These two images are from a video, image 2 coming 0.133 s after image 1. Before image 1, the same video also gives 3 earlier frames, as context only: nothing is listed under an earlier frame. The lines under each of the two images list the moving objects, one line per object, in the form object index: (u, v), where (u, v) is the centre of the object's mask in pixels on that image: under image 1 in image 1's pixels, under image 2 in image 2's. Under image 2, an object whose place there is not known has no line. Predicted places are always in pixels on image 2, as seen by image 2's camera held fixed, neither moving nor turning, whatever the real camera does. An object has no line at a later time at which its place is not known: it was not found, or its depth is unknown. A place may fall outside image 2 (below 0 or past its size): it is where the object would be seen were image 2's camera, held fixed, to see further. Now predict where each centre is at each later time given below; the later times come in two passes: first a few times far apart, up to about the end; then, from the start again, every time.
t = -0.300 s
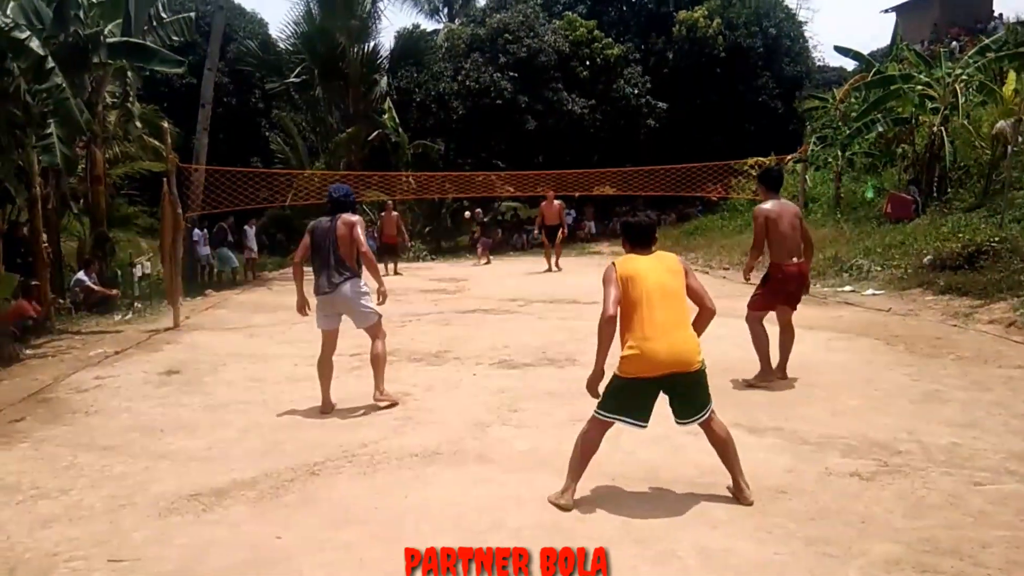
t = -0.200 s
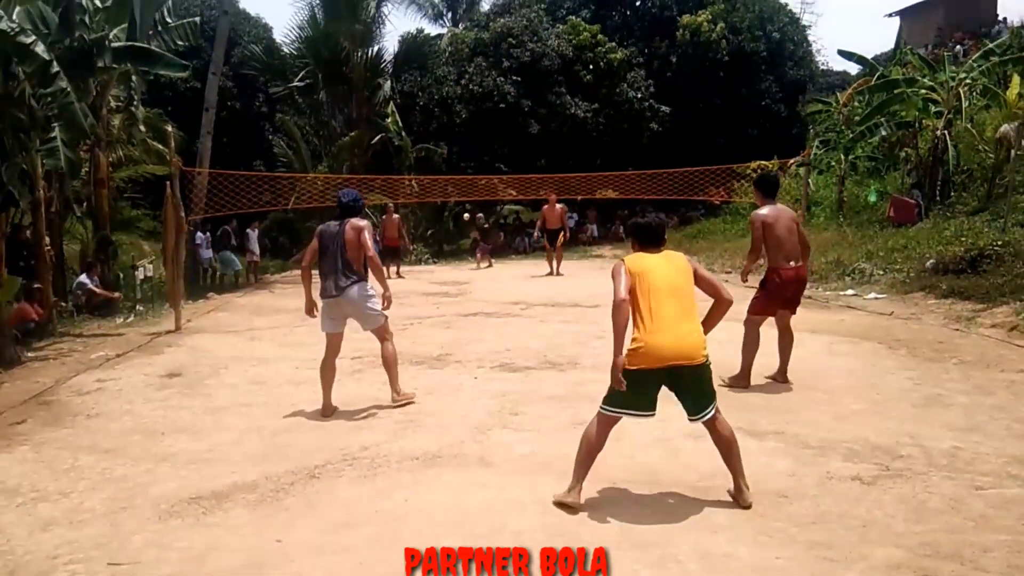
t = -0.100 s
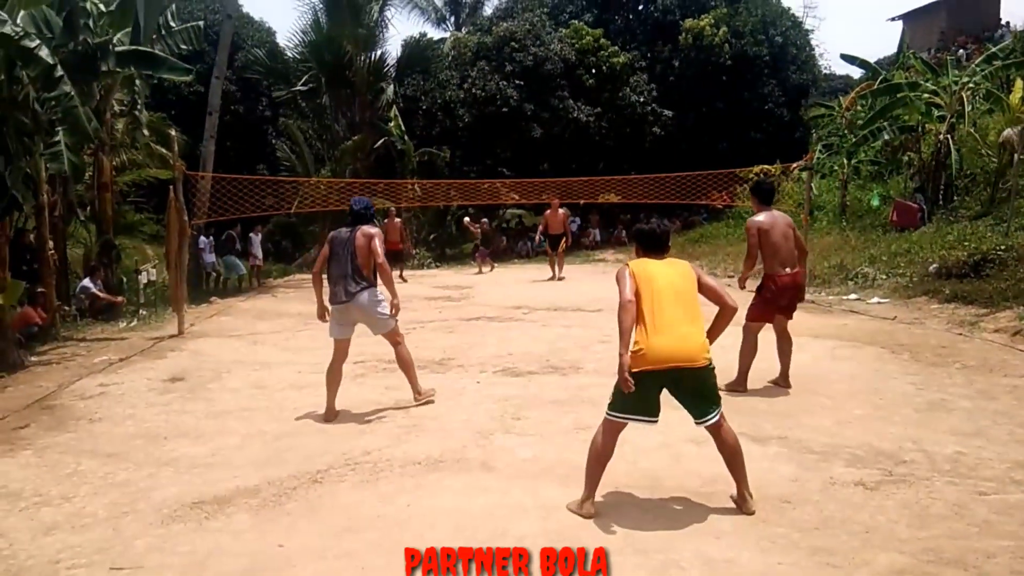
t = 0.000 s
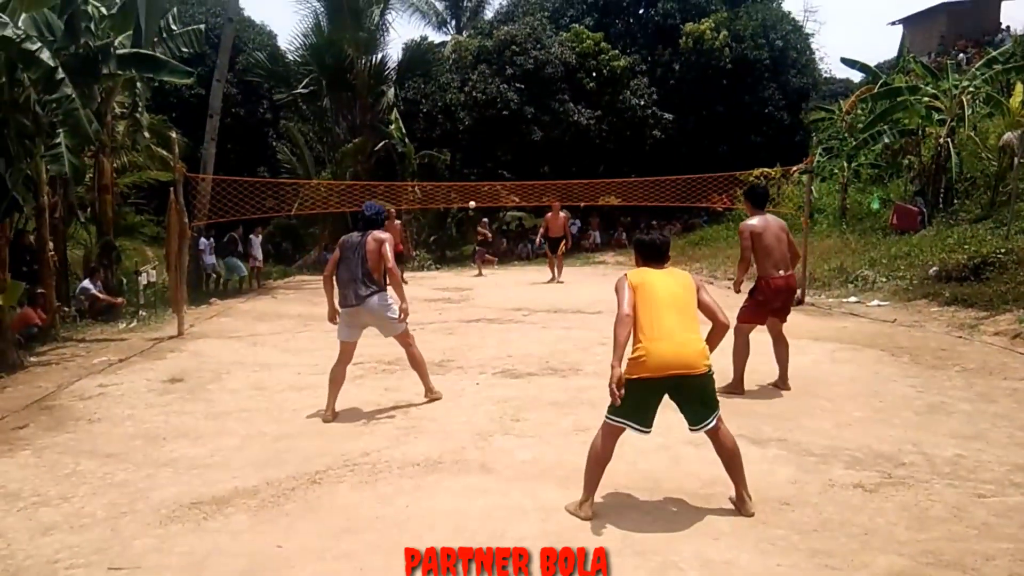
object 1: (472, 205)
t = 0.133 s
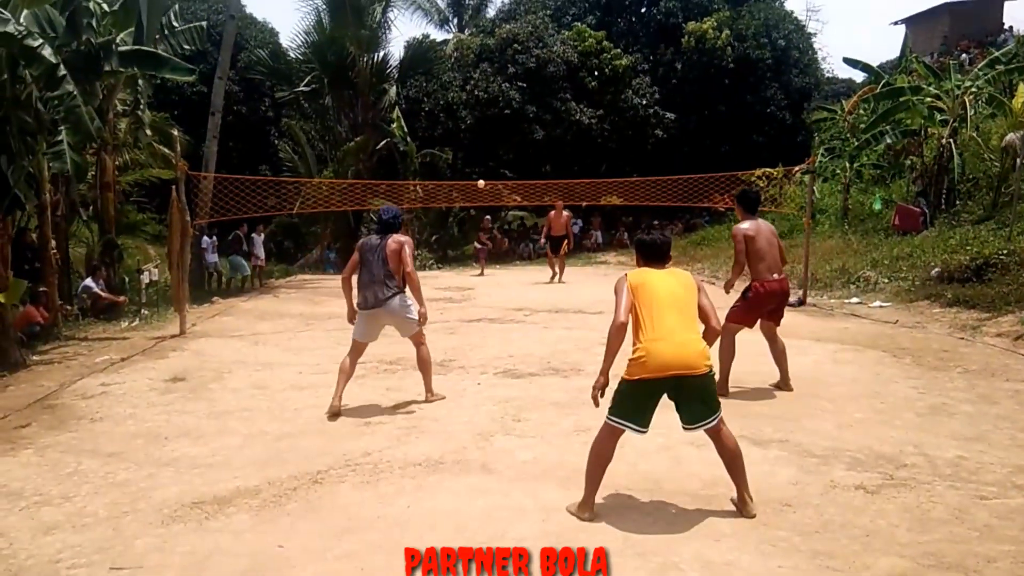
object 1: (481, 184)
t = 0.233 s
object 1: (486, 172)
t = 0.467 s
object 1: (503, 159)
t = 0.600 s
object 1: (517, 170)
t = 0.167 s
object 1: (482, 179)
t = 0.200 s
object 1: (484, 175)
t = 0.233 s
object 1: (486, 172)
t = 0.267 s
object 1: (488, 168)
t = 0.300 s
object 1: (490, 165)
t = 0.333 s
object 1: (493, 163)
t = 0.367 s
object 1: (495, 161)
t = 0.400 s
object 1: (498, 160)
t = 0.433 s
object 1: (500, 159)
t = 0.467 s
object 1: (503, 159)
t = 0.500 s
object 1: (506, 161)
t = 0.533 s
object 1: (510, 163)
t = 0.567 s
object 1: (513, 166)
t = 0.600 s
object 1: (517, 170)
